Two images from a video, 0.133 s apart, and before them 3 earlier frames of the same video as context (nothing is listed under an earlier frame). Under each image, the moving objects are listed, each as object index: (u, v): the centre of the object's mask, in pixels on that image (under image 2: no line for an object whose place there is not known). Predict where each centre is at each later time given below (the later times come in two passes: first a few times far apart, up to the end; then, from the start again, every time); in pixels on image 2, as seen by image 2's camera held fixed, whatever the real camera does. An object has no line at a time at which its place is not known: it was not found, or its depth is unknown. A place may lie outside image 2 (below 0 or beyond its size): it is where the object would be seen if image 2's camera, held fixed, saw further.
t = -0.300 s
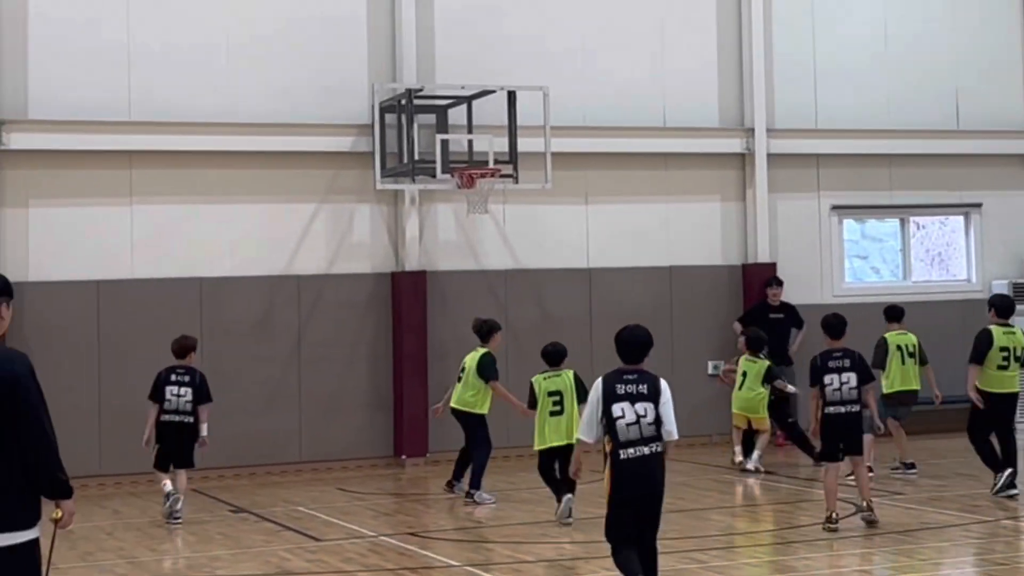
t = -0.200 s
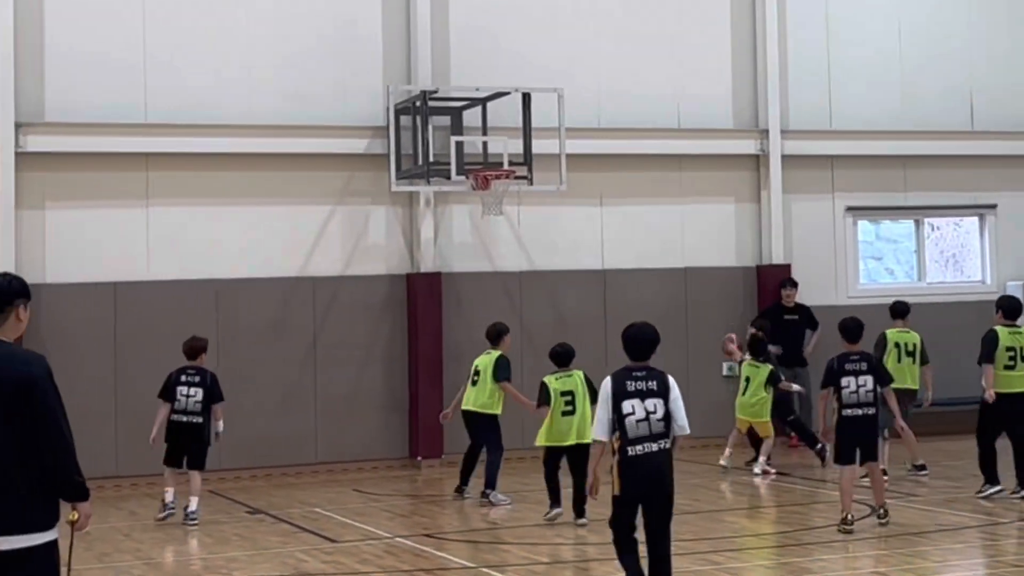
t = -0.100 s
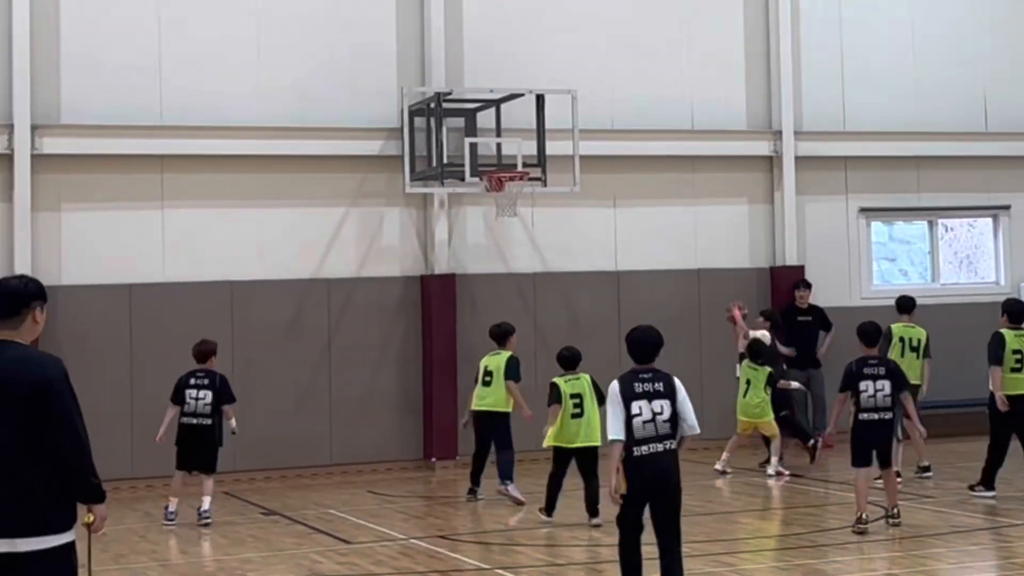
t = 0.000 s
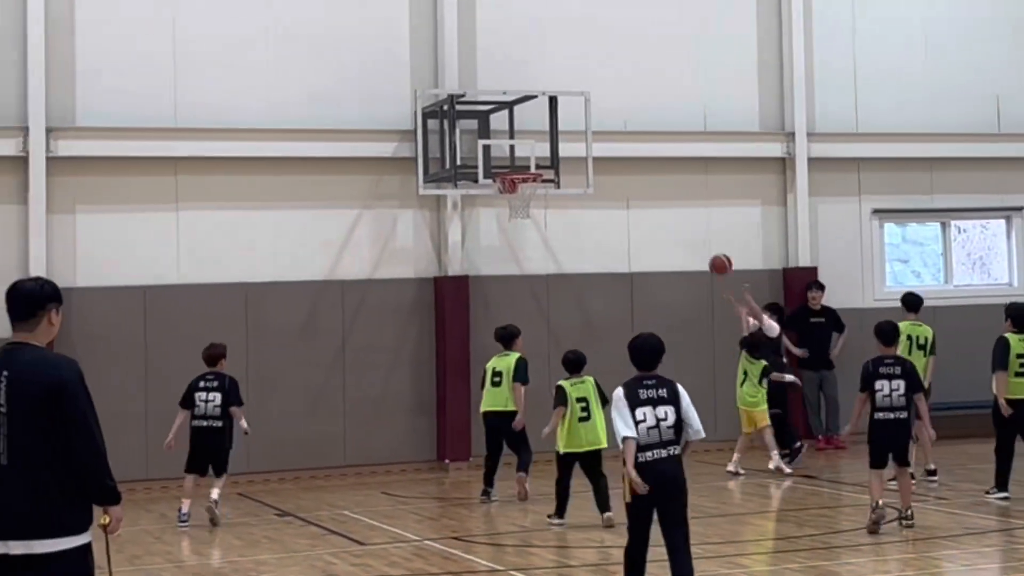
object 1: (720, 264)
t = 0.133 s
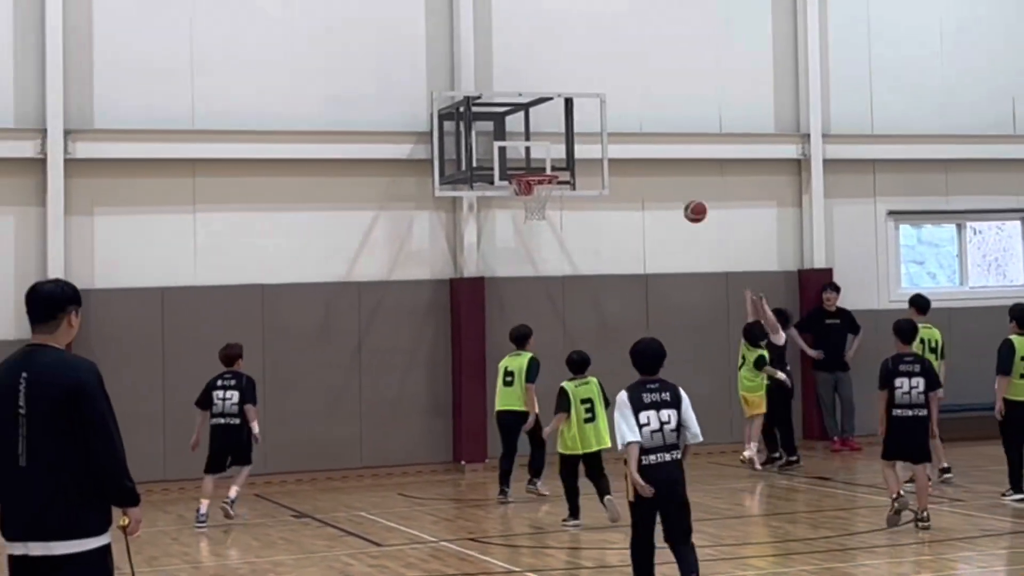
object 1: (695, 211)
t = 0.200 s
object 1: (675, 190)
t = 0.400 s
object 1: (615, 152)
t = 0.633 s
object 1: (554, 154)
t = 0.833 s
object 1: (537, 159)
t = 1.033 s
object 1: (528, 165)
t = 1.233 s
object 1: (540, 198)
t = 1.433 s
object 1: (551, 234)
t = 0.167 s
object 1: (685, 200)
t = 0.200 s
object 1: (675, 190)
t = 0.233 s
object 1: (665, 182)
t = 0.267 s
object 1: (655, 174)
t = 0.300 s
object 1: (645, 167)
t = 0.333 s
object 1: (635, 161)
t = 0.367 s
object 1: (625, 156)
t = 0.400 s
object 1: (615, 152)
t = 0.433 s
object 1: (605, 150)
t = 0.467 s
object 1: (595, 148)
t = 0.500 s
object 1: (586, 147)
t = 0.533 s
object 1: (576, 148)
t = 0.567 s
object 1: (566, 149)
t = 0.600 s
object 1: (559, 151)
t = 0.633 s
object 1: (554, 154)
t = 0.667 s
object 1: (550, 157)
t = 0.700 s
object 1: (545, 161)
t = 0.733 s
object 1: (541, 165)
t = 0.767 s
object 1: (539, 164)
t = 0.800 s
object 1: (538, 161)
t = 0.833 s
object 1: (537, 159)
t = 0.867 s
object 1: (535, 158)
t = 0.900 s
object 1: (534, 158)
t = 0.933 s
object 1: (533, 158)
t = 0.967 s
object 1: (532, 160)
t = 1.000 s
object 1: (530, 163)
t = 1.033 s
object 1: (528, 165)
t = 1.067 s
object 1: (526, 168)
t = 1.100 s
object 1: (526, 171)
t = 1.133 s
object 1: (529, 172)
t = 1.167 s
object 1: (533, 188)
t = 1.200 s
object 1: (537, 194)
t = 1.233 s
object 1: (540, 198)
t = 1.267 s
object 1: (542, 204)
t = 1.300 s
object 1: (544, 208)
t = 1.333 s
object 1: (547, 214)
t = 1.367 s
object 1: (548, 219)
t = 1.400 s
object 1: (550, 227)
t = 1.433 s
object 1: (551, 234)
